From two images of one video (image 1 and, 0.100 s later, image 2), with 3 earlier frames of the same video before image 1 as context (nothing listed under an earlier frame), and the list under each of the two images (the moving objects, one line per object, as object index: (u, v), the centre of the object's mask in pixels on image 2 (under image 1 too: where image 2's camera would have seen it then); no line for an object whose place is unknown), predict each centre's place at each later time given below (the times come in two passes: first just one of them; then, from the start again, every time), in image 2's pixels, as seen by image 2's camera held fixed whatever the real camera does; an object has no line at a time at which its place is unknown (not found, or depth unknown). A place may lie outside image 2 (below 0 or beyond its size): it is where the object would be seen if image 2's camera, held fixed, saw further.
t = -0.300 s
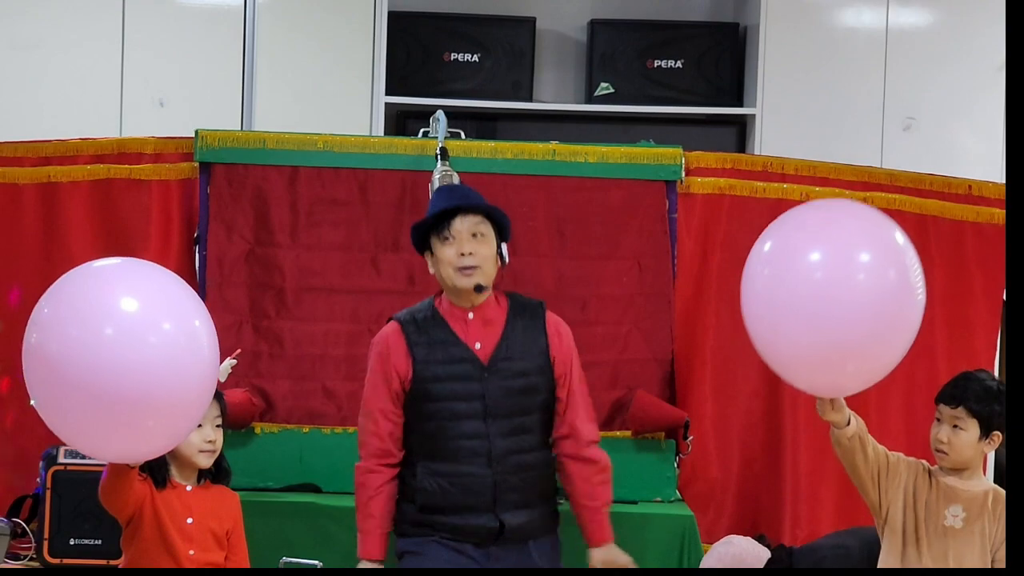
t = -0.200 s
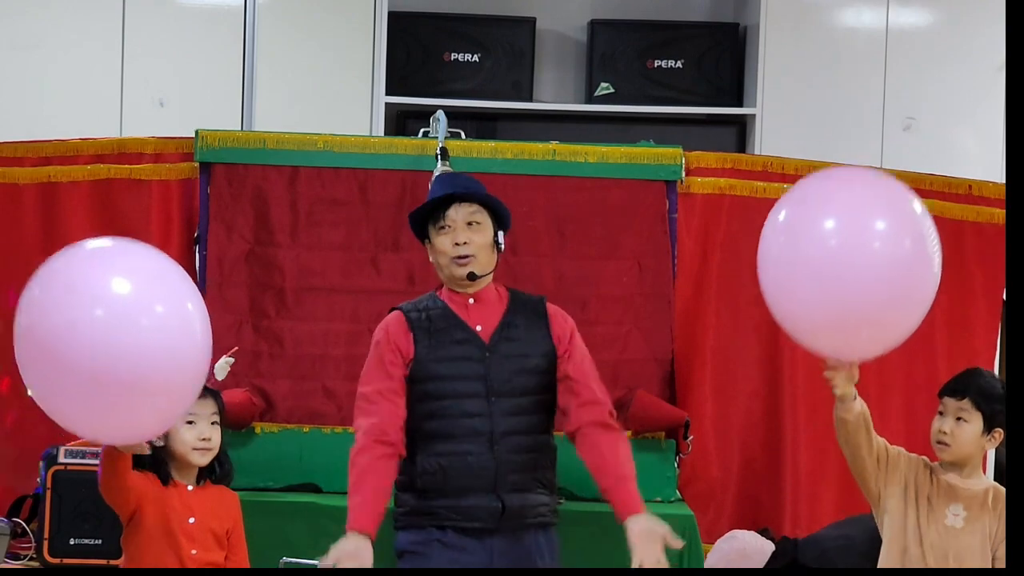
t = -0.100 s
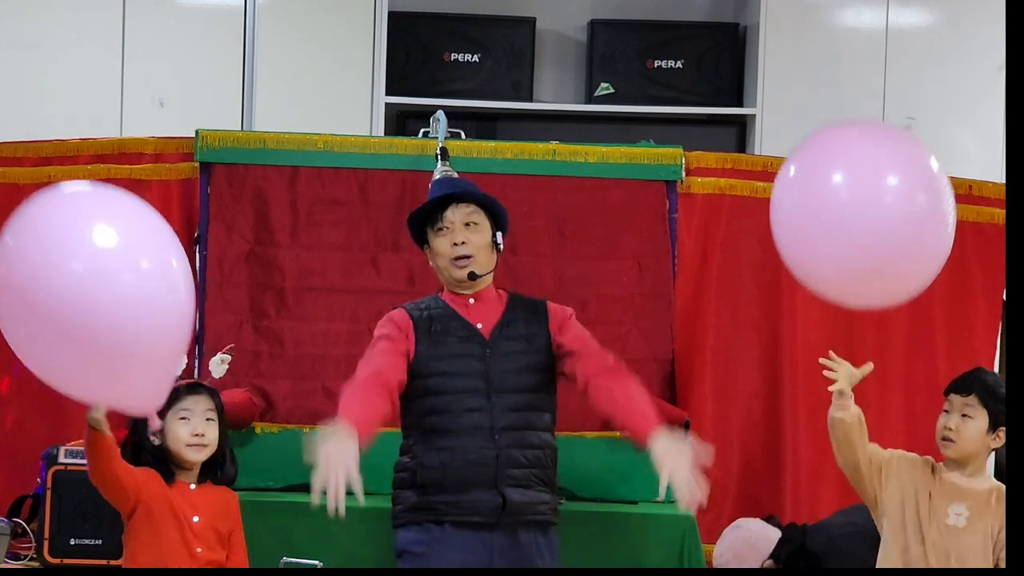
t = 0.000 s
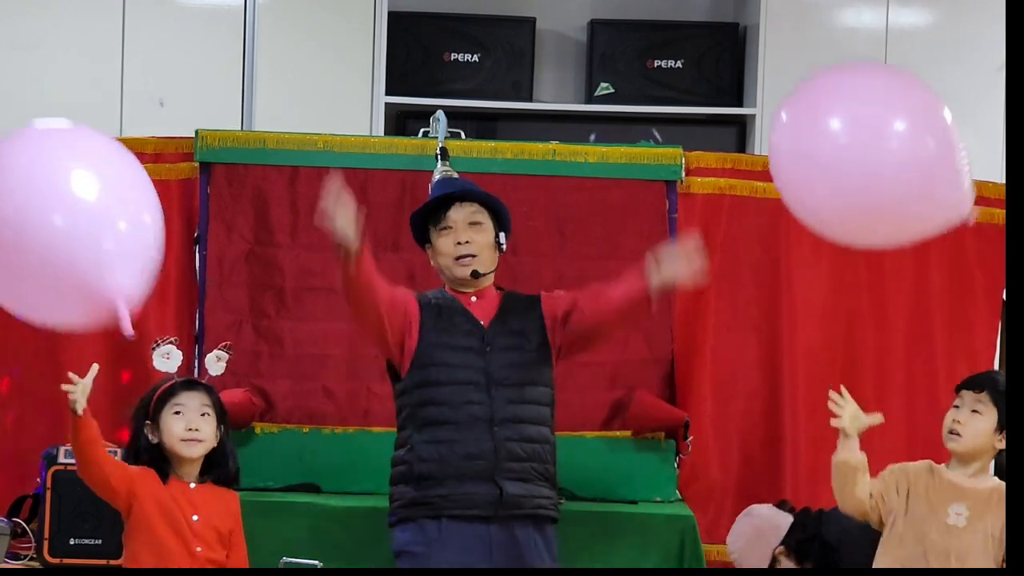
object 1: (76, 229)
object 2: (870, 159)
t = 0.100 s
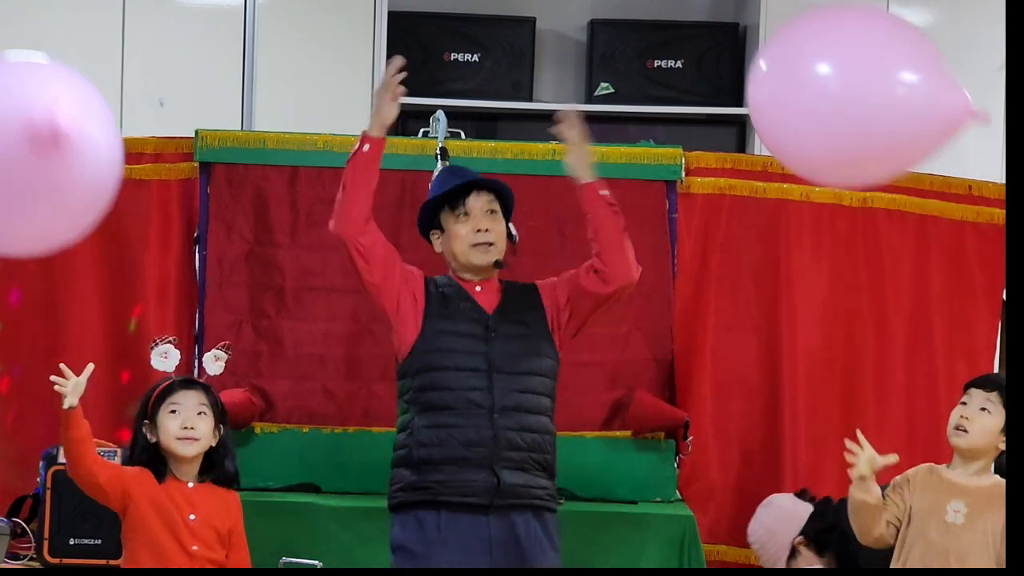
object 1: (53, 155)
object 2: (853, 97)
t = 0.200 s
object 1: (32, 100)
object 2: (809, 62)
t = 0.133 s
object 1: (46, 134)
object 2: (840, 80)
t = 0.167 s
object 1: (38, 114)
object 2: (823, 70)
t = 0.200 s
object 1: (32, 100)
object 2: (809, 62)
